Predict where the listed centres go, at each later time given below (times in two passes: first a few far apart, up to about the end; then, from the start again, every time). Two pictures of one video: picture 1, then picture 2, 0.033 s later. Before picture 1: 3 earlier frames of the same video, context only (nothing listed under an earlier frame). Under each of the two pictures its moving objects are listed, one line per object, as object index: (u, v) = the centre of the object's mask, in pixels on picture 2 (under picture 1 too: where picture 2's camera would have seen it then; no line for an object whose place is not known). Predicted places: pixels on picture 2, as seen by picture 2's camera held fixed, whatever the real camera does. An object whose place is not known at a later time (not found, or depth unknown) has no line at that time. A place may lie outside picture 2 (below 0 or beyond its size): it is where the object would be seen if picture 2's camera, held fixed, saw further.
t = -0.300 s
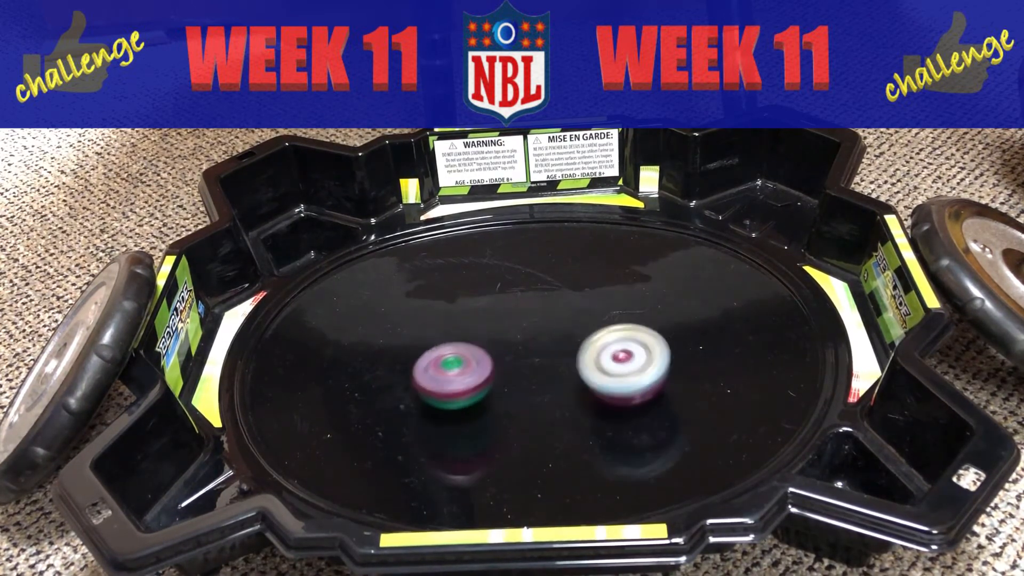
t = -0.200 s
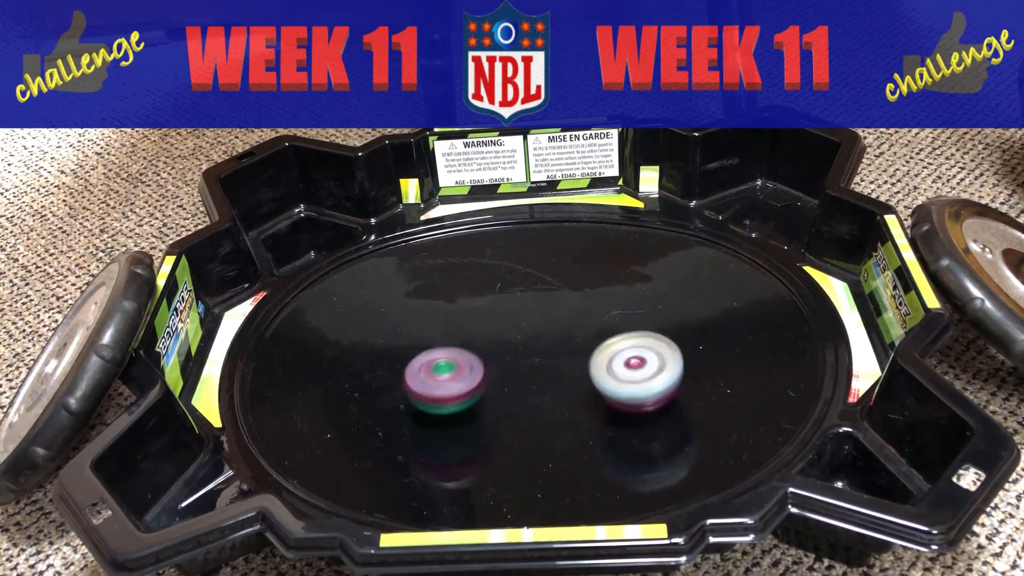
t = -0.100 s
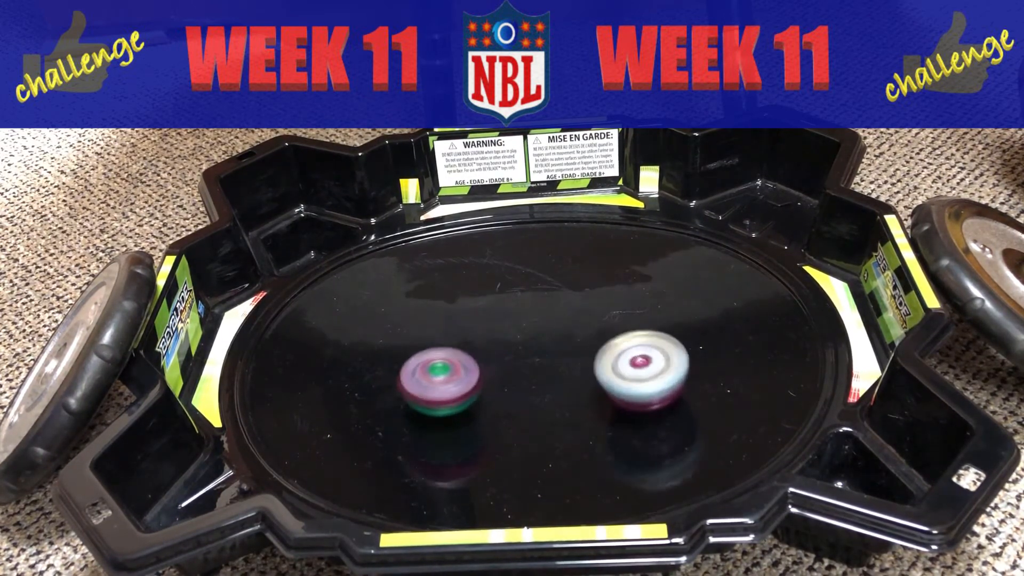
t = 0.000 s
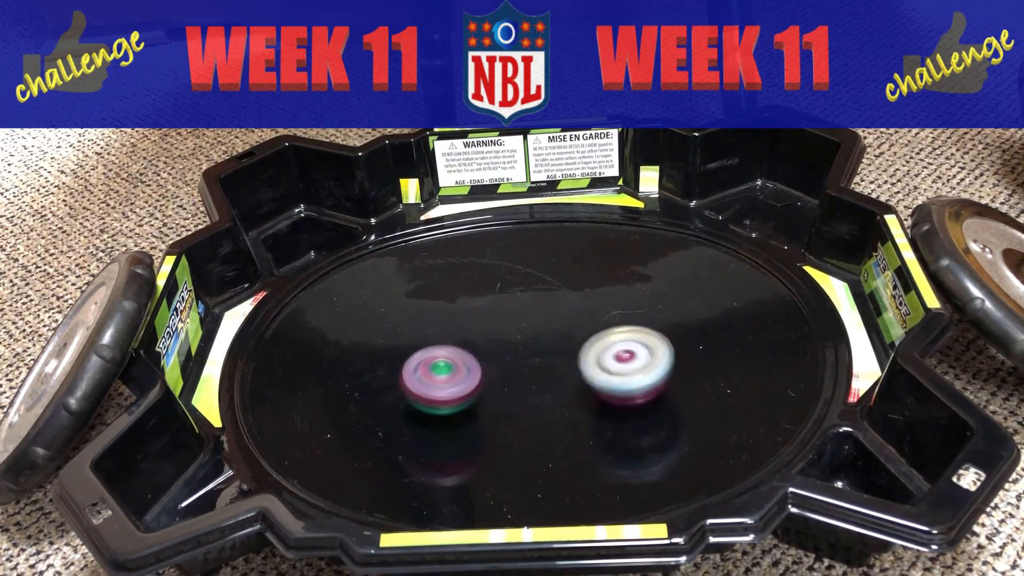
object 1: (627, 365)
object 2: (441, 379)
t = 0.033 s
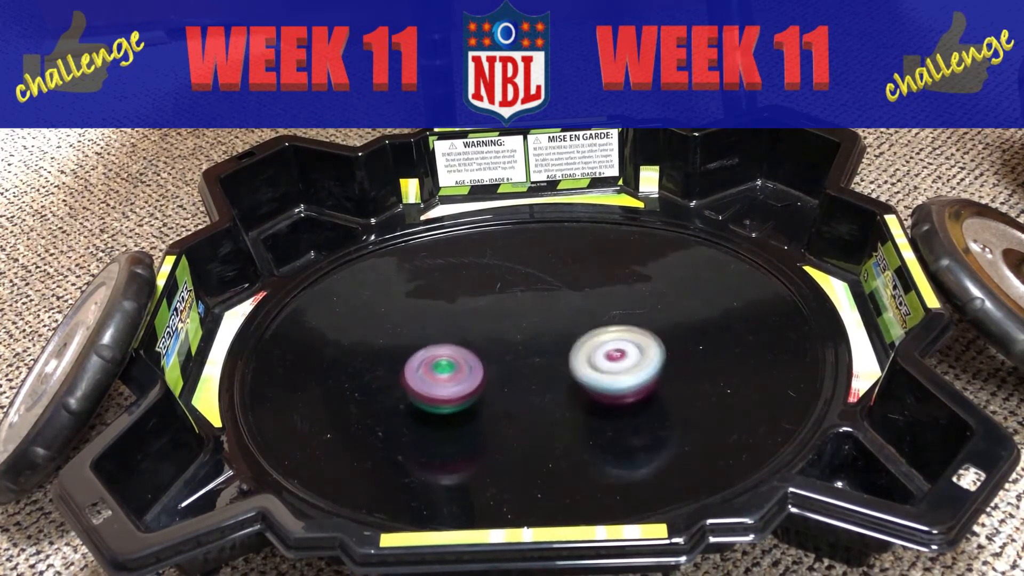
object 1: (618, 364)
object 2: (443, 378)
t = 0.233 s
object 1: (549, 367)
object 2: (462, 368)
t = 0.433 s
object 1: (562, 376)
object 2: (471, 356)
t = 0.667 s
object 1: (581, 358)
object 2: (497, 342)
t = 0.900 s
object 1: (618, 337)
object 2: (510, 337)
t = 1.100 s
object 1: (609, 328)
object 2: (517, 339)
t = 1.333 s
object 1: (608, 341)
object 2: (508, 342)
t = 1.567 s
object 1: (604, 355)
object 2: (503, 338)
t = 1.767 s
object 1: (576, 365)
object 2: (498, 338)
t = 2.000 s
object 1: (557, 382)
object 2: (494, 340)
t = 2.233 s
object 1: (559, 384)
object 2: (494, 343)
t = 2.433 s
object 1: (565, 374)
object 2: (488, 343)
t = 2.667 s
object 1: (575, 356)
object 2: (476, 344)
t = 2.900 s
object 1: (580, 339)
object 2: (473, 347)
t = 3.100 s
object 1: (565, 338)
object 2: (475, 353)
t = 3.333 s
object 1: (575, 347)
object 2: (484, 360)
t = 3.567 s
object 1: (586, 341)
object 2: (492, 364)
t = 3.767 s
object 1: (580, 340)
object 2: (484, 366)
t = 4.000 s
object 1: (572, 345)
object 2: (486, 362)
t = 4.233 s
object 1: (603, 339)
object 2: (479, 354)
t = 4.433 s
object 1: (583, 339)
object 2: (497, 349)
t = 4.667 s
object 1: (585, 352)
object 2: (491, 347)
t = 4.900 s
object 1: (586, 361)
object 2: (487, 346)
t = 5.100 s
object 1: (573, 361)
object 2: (484, 346)
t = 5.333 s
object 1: (569, 362)
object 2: (478, 346)
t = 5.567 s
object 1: (572, 358)
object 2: (481, 348)
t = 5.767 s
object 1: (575, 353)
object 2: (486, 352)
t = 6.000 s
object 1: (580, 348)
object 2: (484, 356)
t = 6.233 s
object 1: (576, 345)
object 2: (482, 355)
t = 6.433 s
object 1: (571, 343)
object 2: (485, 355)
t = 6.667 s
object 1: (601, 350)
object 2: (470, 354)
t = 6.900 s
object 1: (610, 361)
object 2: (486, 358)
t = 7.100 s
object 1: (585, 363)
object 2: (491, 369)
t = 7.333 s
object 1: (584, 359)
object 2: (470, 365)
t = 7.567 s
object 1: (570, 350)
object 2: (480, 354)
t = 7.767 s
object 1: (591, 348)
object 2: (486, 356)
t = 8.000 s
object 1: (585, 345)
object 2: (485, 360)
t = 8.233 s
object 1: (573, 346)
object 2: (474, 357)
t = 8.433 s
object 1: (586, 349)
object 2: (488, 357)
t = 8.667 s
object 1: (578, 353)
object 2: (491, 362)
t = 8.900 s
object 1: (579, 352)
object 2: (473, 351)
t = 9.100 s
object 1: (575, 350)
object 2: (490, 344)
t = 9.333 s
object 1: (579, 357)
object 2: (502, 339)
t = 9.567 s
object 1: (569, 361)
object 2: (497, 334)
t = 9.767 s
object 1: (568, 356)
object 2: (475, 326)
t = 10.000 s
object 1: (559, 347)
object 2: (474, 329)
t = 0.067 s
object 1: (607, 363)
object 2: (446, 377)
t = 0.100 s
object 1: (596, 363)
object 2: (448, 376)
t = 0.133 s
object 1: (583, 364)
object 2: (451, 374)
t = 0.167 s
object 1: (571, 365)
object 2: (455, 372)
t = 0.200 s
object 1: (559, 366)
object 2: (459, 370)
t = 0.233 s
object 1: (549, 367)
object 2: (462, 368)
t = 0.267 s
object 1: (548, 370)
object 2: (457, 365)
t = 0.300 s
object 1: (549, 373)
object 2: (456, 362)
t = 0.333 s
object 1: (551, 376)
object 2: (458, 360)
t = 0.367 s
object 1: (555, 377)
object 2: (461, 359)
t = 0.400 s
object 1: (559, 378)
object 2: (465, 357)
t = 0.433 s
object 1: (562, 376)
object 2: (471, 356)
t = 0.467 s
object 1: (565, 374)
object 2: (477, 354)
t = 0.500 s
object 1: (566, 371)
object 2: (483, 352)
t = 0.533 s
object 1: (568, 367)
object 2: (486, 349)
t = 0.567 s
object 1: (571, 365)
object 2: (488, 346)
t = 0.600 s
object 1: (574, 363)
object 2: (492, 345)
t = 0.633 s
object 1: (576, 360)
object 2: (495, 344)
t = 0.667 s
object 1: (581, 358)
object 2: (497, 342)
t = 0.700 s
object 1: (587, 355)
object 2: (500, 341)
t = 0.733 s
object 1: (591, 352)
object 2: (505, 341)
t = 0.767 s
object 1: (594, 348)
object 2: (509, 340)
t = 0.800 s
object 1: (603, 346)
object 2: (507, 338)
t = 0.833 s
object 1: (610, 343)
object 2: (507, 337)
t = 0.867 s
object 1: (615, 340)
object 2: (508, 337)
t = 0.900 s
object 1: (618, 337)
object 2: (510, 337)
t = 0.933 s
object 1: (619, 334)
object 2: (513, 337)
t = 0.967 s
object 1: (618, 332)
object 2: (515, 337)
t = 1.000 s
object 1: (615, 329)
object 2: (518, 338)
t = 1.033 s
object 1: (611, 328)
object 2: (521, 338)
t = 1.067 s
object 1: (609, 328)
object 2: (520, 339)
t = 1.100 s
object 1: (609, 328)
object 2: (517, 339)
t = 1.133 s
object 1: (609, 328)
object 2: (516, 340)
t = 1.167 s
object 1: (608, 329)
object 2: (516, 340)
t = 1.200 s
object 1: (605, 331)
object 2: (516, 341)
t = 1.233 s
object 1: (603, 332)
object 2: (515, 341)
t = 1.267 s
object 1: (604, 335)
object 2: (511, 342)
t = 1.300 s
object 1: (606, 338)
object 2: (509, 342)
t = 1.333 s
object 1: (608, 341)
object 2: (508, 342)
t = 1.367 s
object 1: (609, 343)
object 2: (507, 342)
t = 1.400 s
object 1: (610, 346)
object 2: (506, 341)
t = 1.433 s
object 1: (610, 348)
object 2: (505, 341)
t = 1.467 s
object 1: (609, 350)
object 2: (505, 341)
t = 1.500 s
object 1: (609, 352)
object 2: (504, 340)
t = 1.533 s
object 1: (607, 354)
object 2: (503, 339)
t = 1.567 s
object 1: (604, 355)
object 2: (503, 338)
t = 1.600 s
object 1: (602, 356)
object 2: (501, 338)
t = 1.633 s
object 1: (598, 358)
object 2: (500, 338)
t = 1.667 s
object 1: (592, 360)
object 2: (500, 338)
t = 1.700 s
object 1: (586, 362)
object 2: (500, 338)
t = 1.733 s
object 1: (581, 363)
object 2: (499, 338)
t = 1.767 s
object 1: (576, 365)
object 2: (498, 338)
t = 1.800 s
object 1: (571, 368)
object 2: (498, 338)
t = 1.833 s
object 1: (568, 371)
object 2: (496, 337)
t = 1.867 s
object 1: (566, 374)
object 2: (496, 337)
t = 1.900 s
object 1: (564, 377)
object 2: (495, 338)
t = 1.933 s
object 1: (562, 380)
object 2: (494, 338)
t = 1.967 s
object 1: (560, 381)
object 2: (494, 339)
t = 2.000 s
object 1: (557, 382)
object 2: (494, 340)
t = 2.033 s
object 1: (556, 382)
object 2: (494, 340)
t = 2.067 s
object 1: (555, 383)
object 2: (494, 341)
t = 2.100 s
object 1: (555, 384)
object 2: (494, 341)
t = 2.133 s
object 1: (555, 385)
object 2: (493, 342)
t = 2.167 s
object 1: (556, 384)
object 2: (494, 342)
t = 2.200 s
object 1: (557, 384)
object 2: (494, 343)
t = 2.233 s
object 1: (559, 384)
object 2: (494, 343)
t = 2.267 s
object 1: (559, 382)
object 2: (493, 343)
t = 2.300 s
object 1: (561, 380)
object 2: (492, 342)
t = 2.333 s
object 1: (562, 380)
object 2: (490, 342)
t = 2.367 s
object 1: (564, 378)
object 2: (490, 342)
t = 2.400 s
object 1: (565, 377)
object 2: (488, 343)
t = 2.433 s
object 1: (565, 374)
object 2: (488, 343)
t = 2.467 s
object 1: (563, 371)
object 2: (487, 343)
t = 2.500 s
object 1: (563, 369)
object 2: (487, 344)
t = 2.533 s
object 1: (564, 366)
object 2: (485, 344)
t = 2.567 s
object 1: (566, 363)
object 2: (485, 344)
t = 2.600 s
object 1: (567, 359)
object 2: (485, 345)
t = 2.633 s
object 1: (570, 357)
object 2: (481, 344)
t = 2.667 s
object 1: (575, 356)
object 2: (476, 344)
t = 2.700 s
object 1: (580, 353)
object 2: (475, 344)
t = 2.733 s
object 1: (583, 351)
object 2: (473, 344)
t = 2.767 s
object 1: (584, 348)
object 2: (472, 345)
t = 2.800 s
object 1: (584, 345)
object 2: (471, 345)
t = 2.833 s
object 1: (584, 343)
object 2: (472, 346)
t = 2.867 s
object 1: (583, 341)
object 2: (472, 346)
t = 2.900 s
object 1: (580, 339)
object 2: (473, 347)
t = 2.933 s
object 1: (576, 338)
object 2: (474, 348)
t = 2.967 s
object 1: (572, 337)
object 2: (475, 349)
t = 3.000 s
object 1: (568, 337)
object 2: (476, 350)
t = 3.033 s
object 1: (563, 337)
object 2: (477, 351)
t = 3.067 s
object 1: (564, 338)
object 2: (475, 352)
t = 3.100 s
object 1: (565, 338)
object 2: (475, 353)
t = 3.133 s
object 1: (566, 339)
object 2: (475, 355)
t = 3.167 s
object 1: (566, 340)
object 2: (477, 356)
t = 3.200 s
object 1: (566, 341)
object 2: (478, 357)
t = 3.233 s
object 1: (568, 343)
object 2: (479, 358)
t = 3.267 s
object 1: (570, 345)
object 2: (482, 359)
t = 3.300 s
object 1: (572, 347)
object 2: (484, 359)
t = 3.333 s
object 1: (575, 347)
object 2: (484, 360)
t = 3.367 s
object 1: (578, 347)
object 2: (485, 361)
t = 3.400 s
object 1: (582, 346)
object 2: (486, 362)
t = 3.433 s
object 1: (586, 345)
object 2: (487, 363)
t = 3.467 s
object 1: (587, 344)
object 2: (489, 363)
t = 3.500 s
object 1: (589, 344)
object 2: (490, 363)
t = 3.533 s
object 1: (588, 342)
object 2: (491, 364)
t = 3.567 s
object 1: (586, 341)
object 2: (492, 364)
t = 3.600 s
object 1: (584, 340)
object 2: (493, 364)
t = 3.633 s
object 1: (580, 340)
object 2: (494, 364)
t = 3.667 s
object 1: (579, 340)
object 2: (490, 365)
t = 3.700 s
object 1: (580, 340)
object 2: (486, 366)
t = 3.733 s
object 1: (580, 341)
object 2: (485, 366)
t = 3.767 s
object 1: (580, 340)
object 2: (484, 366)
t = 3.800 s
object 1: (579, 341)
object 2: (483, 366)
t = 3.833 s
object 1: (579, 341)
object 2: (484, 366)
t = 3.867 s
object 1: (578, 341)
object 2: (484, 366)
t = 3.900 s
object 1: (575, 342)
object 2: (484, 365)
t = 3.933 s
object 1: (575, 343)
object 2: (485, 364)
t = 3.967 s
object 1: (573, 343)
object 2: (486, 363)
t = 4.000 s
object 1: (572, 345)
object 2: (486, 362)
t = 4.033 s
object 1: (578, 345)
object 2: (478, 360)
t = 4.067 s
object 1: (584, 345)
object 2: (475, 359)
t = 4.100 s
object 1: (590, 344)
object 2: (474, 358)
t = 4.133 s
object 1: (595, 343)
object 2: (475, 358)
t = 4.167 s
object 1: (599, 342)
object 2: (475, 357)
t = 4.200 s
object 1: (602, 341)
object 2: (477, 356)
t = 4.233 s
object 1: (603, 339)
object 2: (479, 354)
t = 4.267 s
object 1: (604, 339)
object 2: (482, 353)
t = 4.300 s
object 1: (602, 337)
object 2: (485, 352)
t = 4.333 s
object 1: (598, 337)
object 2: (487, 352)
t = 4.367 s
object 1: (594, 337)
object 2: (491, 351)
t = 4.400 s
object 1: (588, 338)
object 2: (494, 350)
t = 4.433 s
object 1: (583, 339)
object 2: (497, 349)
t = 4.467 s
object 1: (583, 341)
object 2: (494, 348)
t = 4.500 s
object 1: (583, 343)
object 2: (492, 348)
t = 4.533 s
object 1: (584, 345)
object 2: (494, 348)
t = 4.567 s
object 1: (584, 346)
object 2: (494, 348)
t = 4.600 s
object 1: (582, 348)
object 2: (495, 348)
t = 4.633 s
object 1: (584, 350)
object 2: (493, 347)
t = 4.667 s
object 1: (585, 352)
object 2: (491, 347)
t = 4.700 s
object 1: (586, 355)
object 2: (490, 347)
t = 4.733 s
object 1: (588, 357)
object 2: (489, 347)
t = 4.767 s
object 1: (588, 358)
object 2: (488, 346)
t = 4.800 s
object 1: (589, 360)
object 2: (487, 346)
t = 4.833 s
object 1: (588, 361)
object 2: (488, 346)
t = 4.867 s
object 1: (587, 362)
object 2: (487, 346)
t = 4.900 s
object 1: (586, 361)
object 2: (487, 346)
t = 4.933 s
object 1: (584, 361)
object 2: (488, 346)
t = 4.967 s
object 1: (582, 361)
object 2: (488, 347)
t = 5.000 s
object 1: (579, 360)
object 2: (489, 347)
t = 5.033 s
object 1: (573, 360)
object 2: (489, 348)
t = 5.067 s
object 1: (573, 361)
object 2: (486, 346)
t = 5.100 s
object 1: (573, 361)
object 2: (484, 346)
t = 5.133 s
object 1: (573, 362)
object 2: (483, 346)
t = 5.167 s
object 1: (573, 362)
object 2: (483, 346)
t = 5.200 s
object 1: (571, 361)
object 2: (481, 347)
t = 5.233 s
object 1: (570, 361)
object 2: (482, 347)
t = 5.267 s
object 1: (567, 361)
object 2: (482, 347)
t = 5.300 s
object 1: (566, 360)
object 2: (482, 348)
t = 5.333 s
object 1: (569, 362)
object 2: (478, 346)
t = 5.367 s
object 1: (570, 362)
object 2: (477, 346)
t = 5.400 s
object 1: (572, 362)
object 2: (478, 346)
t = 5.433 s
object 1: (572, 361)
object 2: (478, 347)
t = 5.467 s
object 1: (572, 360)
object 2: (478, 347)
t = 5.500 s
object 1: (572, 359)
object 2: (478, 347)
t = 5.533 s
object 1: (571, 358)
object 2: (480, 348)
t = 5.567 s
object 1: (572, 358)
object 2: (481, 348)
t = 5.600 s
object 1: (569, 356)
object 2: (483, 349)
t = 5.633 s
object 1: (570, 356)
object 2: (483, 350)
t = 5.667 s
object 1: (571, 355)
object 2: (484, 350)
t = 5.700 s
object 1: (573, 354)
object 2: (485, 351)
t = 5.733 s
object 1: (575, 354)
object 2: (485, 351)
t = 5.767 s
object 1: (575, 353)
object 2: (486, 352)
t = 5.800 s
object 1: (577, 353)
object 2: (486, 353)
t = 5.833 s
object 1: (575, 352)
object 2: (486, 354)
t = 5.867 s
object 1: (575, 351)
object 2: (487, 355)
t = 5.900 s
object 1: (576, 350)
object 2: (486, 354)
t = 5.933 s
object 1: (579, 350)
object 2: (485, 355)
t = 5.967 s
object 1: (580, 348)
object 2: (485, 355)
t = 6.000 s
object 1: (580, 348)
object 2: (484, 356)
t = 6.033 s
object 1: (580, 347)
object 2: (483, 356)
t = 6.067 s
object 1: (578, 347)
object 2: (484, 356)
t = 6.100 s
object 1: (579, 347)
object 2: (484, 356)
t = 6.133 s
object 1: (576, 346)
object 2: (485, 356)
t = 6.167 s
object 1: (576, 346)
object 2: (485, 356)
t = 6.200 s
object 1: (574, 346)
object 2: (485, 355)
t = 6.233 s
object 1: (576, 345)
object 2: (482, 355)
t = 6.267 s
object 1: (577, 344)
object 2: (481, 355)
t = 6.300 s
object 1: (578, 344)
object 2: (482, 355)
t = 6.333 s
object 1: (577, 343)
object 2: (482, 355)
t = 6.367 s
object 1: (576, 344)
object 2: (482, 355)
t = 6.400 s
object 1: (575, 343)
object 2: (483, 355)
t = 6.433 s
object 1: (571, 343)
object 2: (485, 355)
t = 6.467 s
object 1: (575, 344)
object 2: (480, 355)
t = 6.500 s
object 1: (580, 347)
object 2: (472, 353)
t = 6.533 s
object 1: (583, 346)
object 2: (467, 353)
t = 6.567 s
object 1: (589, 347)
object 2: (467, 352)
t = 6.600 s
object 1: (593, 348)
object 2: (468, 353)
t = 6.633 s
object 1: (598, 350)
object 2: (470, 354)
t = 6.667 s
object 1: (601, 350)
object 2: (470, 354)
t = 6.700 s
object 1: (606, 352)
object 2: (471, 354)
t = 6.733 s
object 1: (608, 354)
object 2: (473, 353)
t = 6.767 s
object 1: (611, 356)
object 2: (475, 354)
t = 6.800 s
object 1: (613, 356)
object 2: (478, 355)
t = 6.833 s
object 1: (613, 358)
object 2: (480, 357)
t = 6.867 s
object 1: (612, 359)
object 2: (483, 358)
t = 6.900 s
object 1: (610, 361)
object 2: (486, 358)
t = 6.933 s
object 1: (608, 362)
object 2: (487, 360)
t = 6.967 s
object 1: (605, 362)
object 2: (489, 362)
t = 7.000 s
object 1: (601, 362)
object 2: (491, 363)
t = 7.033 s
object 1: (597, 363)
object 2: (492, 365)
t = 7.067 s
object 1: (590, 363)
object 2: (492, 366)
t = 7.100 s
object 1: (585, 363)
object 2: (491, 369)
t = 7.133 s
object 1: (580, 363)
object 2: (489, 371)
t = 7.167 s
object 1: (581, 363)
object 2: (481, 370)
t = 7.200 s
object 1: (584, 362)
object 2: (475, 370)
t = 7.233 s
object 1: (586, 362)
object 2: (473, 369)
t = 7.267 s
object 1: (585, 361)
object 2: (472, 368)
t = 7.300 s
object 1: (586, 359)
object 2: (471, 367)
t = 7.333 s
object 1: (584, 359)
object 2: (470, 365)
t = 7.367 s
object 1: (584, 356)
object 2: (470, 362)
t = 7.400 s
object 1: (581, 355)
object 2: (472, 359)
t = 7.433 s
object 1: (577, 352)
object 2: (476, 357)
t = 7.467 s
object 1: (573, 351)
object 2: (479, 357)
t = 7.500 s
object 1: (568, 350)
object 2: (482, 356)
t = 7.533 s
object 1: (567, 350)
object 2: (483, 355)
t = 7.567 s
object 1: (570, 350)
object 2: (480, 354)
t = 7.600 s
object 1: (573, 351)
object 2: (476, 352)
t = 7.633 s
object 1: (578, 351)
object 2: (478, 350)
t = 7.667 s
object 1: (582, 350)
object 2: (482, 350)
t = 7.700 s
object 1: (587, 350)
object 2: (485, 351)
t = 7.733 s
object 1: (589, 348)
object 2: (487, 353)
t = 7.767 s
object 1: (591, 348)
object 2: (486, 356)
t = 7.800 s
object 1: (591, 348)
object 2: (484, 357)
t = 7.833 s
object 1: (591, 347)
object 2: (485, 356)
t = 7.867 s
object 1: (592, 348)
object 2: (486, 357)
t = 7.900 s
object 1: (589, 346)
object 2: (486, 357)
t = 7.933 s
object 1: (590, 346)
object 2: (488, 358)
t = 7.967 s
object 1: (587, 346)
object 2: (485, 360)
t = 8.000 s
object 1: (585, 345)
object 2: (485, 360)
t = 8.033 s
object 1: (583, 345)
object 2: (483, 360)
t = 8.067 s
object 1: (578, 345)
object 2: (483, 359)
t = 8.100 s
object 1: (574, 344)
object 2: (485, 359)
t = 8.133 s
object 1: (569, 344)
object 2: (487, 359)
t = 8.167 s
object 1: (568, 344)
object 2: (486, 361)
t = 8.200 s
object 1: (569, 347)
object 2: (480, 359)
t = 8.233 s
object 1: (573, 346)
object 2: (474, 357)
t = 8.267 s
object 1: (574, 346)
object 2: (474, 354)
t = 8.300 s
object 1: (578, 347)
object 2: (477, 352)
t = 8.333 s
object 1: (581, 346)
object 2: (483, 353)
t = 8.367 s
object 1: (585, 347)
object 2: (486, 355)
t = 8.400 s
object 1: (586, 348)
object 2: (488, 357)
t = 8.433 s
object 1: (586, 349)
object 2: (488, 357)
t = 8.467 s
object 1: (588, 349)
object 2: (489, 357)
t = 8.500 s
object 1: (586, 350)
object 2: (490, 357)
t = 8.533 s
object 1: (585, 350)
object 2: (491, 358)
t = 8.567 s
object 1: (585, 352)
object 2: (493, 359)
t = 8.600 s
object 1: (581, 352)
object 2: (493, 360)
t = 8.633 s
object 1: (580, 352)
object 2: (493, 360)
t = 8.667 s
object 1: (578, 353)
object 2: (491, 362)
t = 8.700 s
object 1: (575, 353)
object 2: (489, 362)
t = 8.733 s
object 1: (576, 353)
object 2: (484, 363)
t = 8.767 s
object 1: (578, 354)
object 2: (478, 360)
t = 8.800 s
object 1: (578, 353)
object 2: (474, 358)
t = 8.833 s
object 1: (580, 353)
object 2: (471, 355)
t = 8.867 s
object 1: (580, 353)
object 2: (472, 353)
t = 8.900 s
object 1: (579, 352)
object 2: (473, 351)
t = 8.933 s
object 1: (580, 351)
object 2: (473, 347)
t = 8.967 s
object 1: (578, 352)
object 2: (476, 346)
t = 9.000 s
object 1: (576, 350)
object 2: (480, 345)
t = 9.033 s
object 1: (576, 349)
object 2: (484, 344)
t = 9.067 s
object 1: (574, 349)
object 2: (487, 344)
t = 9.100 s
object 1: (575, 350)
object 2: (490, 344)
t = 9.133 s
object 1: (578, 356)
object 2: (487, 342)
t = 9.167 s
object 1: (577, 360)
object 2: (487, 340)
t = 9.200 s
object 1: (577, 360)
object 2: (488, 339)
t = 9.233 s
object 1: (577, 360)
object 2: (491, 339)
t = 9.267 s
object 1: (579, 359)
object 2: (494, 339)
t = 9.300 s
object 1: (579, 359)
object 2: (498, 338)
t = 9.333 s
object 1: (579, 357)
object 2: (502, 339)
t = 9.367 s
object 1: (581, 356)
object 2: (504, 340)
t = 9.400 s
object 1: (586, 357)
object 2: (502, 339)
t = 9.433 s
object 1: (585, 358)
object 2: (499, 337)
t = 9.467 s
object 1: (584, 360)
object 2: (498, 336)
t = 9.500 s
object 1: (578, 361)
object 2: (497, 335)
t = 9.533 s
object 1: (574, 361)
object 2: (497, 334)
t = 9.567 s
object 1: (569, 361)
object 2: (497, 334)
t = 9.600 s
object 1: (571, 358)
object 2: (493, 331)
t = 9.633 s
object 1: (571, 358)
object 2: (489, 327)
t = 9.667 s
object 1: (569, 359)
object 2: (484, 325)
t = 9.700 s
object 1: (569, 358)
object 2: (481, 325)
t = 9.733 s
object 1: (571, 356)
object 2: (477, 326)
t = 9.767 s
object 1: (568, 356)
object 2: (475, 326)
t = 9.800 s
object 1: (565, 355)
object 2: (473, 327)
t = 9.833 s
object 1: (566, 352)
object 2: (471, 327)
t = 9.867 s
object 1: (566, 351)
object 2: (471, 328)
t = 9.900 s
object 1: (566, 350)
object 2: (470, 328)
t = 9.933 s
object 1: (563, 349)
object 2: (471, 328)
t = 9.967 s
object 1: (561, 348)
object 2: (472, 328)
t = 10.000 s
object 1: (559, 347)
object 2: (474, 329)
